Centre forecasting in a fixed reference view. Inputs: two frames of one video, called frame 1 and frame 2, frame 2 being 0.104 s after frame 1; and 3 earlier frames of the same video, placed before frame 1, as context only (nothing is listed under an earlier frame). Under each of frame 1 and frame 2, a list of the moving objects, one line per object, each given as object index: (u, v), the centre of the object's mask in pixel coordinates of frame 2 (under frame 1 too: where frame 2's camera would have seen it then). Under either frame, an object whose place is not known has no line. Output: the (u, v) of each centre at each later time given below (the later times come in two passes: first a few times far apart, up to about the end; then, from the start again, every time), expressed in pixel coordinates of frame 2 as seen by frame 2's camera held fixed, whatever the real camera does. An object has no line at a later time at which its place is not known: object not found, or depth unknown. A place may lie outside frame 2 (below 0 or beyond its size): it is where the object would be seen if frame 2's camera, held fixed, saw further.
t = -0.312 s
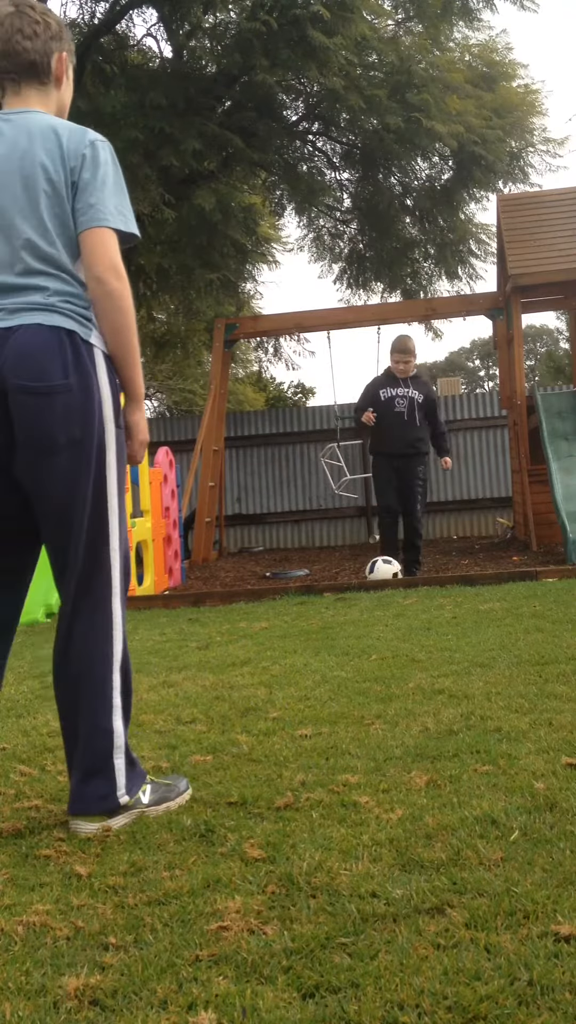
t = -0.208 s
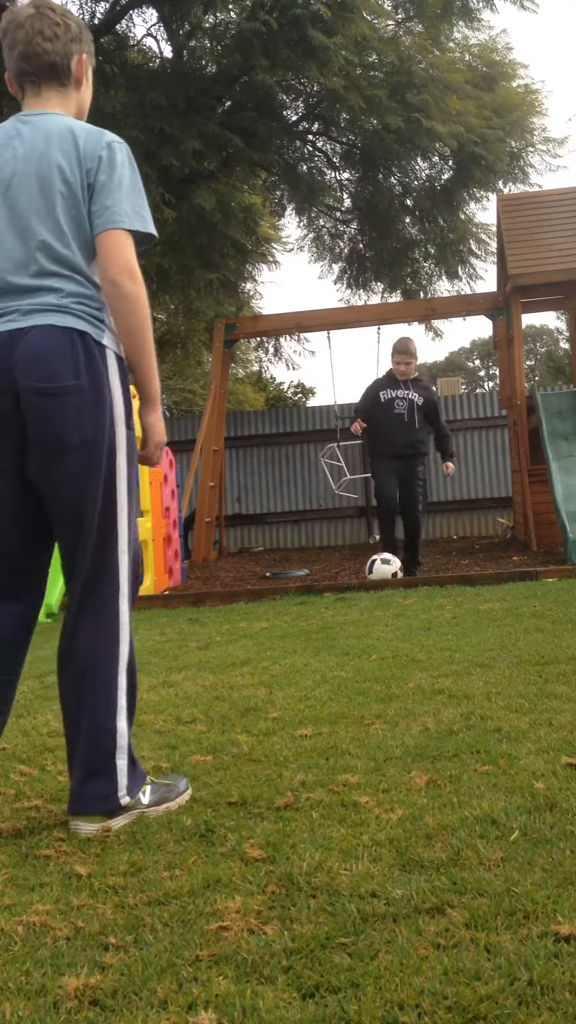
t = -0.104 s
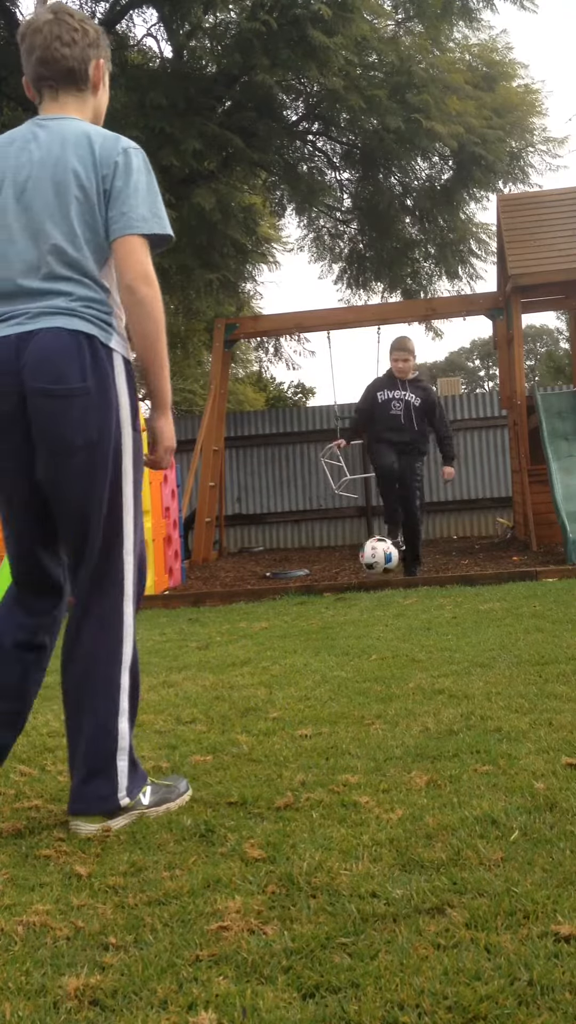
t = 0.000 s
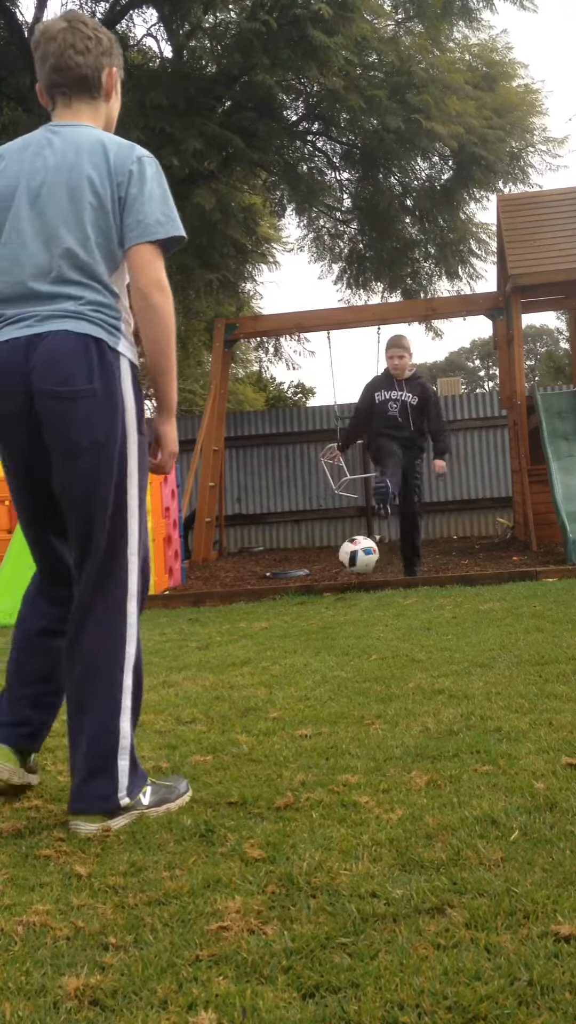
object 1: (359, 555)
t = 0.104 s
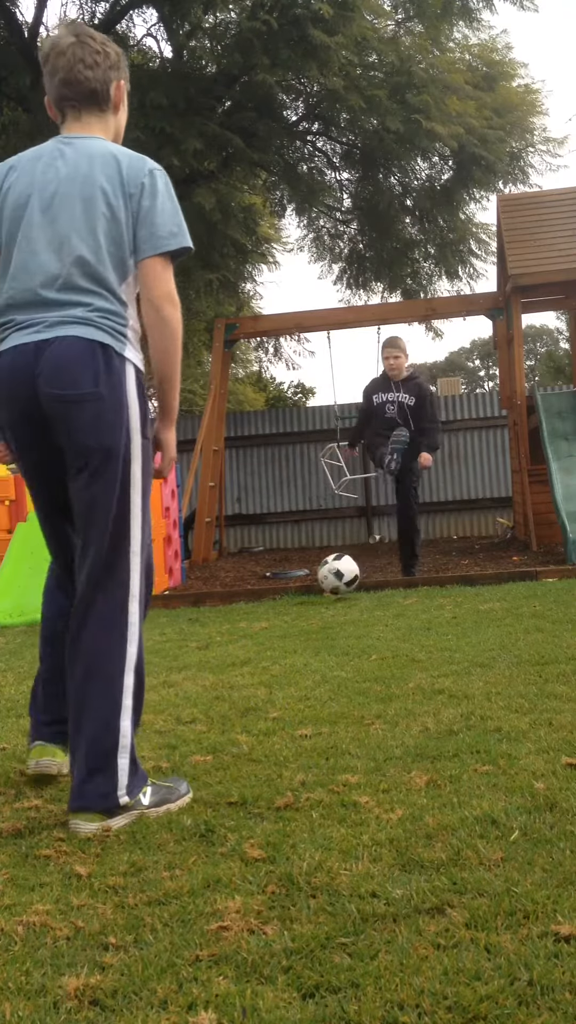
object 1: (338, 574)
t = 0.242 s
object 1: (310, 578)
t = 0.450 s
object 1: (267, 599)
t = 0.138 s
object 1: (332, 584)
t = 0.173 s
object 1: (325, 586)
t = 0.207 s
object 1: (317, 581)
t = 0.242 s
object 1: (310, 578)
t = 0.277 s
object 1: (303, 577)
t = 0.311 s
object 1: (296, 579)
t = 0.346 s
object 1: (289, 583)
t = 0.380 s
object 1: (282, 589)
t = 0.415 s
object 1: (275, 596)
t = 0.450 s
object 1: (267, 599)
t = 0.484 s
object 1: (259, 600)
